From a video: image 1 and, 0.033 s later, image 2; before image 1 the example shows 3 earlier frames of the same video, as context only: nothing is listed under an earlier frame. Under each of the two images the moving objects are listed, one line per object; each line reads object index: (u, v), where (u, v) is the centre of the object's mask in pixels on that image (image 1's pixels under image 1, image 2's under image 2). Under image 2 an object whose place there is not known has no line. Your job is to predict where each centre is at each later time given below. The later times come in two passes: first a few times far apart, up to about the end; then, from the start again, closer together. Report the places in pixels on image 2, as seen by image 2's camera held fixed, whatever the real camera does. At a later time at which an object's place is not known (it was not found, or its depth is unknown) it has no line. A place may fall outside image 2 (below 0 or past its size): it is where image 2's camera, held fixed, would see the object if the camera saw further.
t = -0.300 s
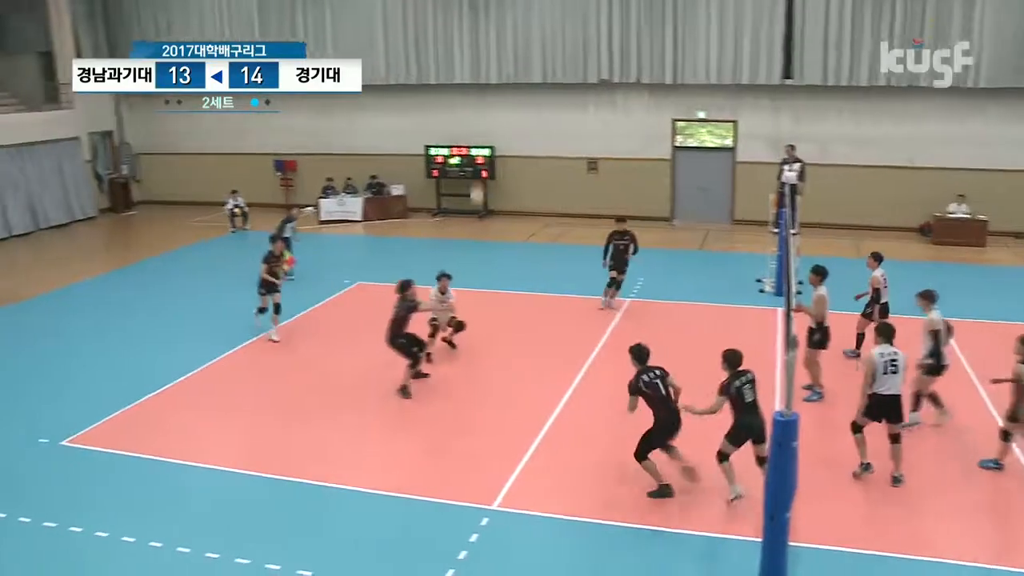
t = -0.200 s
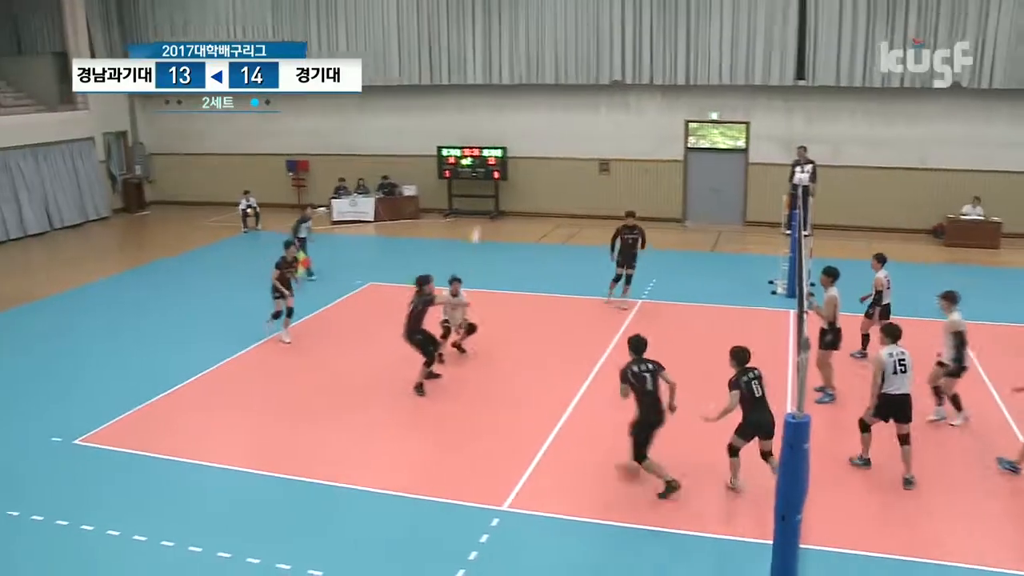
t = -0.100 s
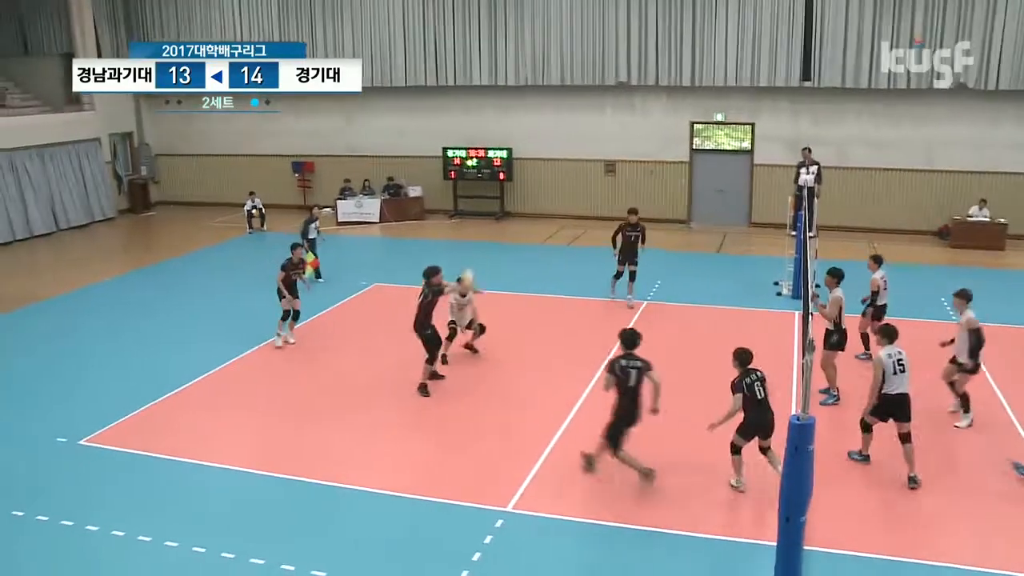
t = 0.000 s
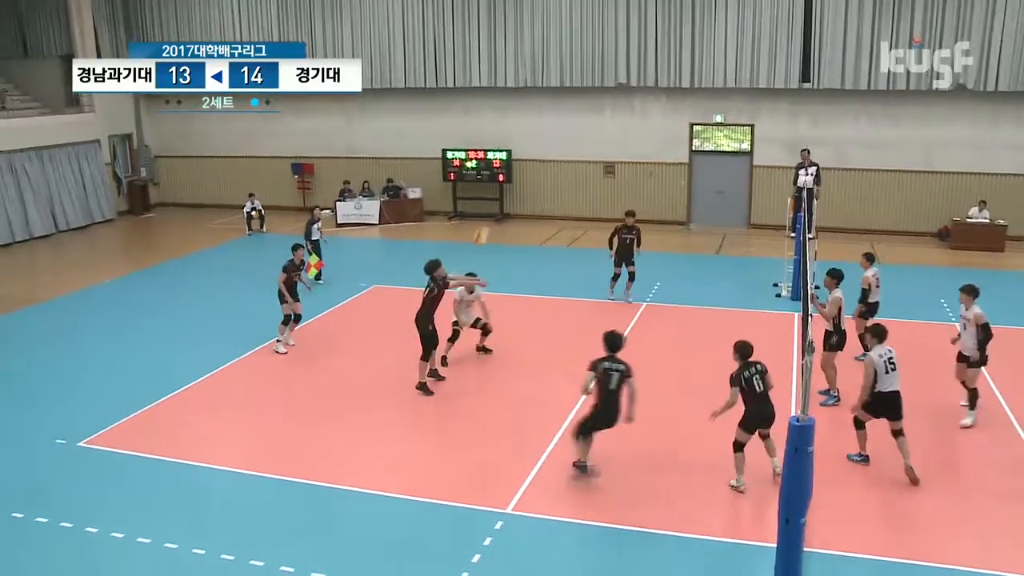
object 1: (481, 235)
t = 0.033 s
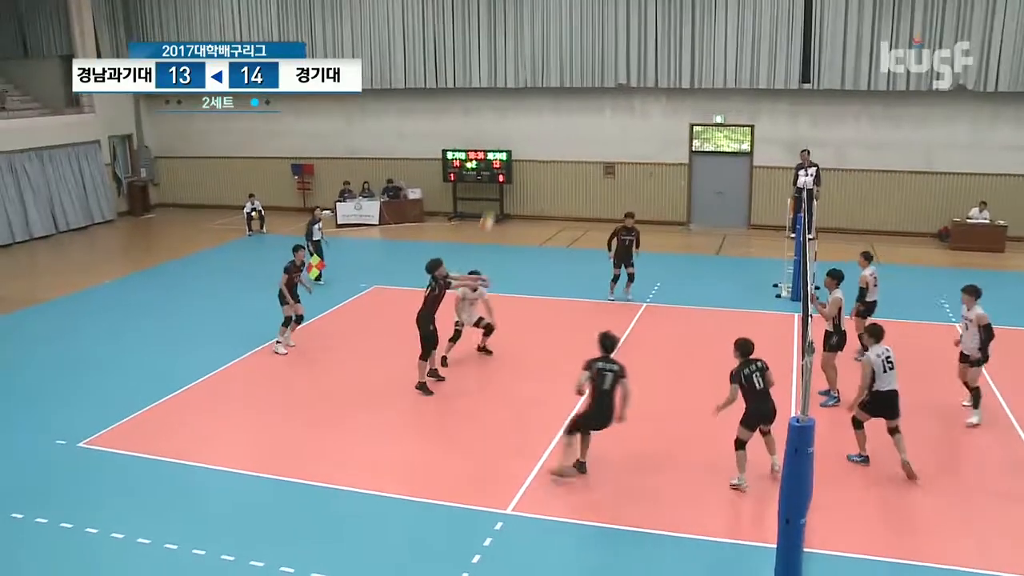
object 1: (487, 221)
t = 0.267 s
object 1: (526, 141)
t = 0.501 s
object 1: (563, 92)
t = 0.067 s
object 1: (492, 208)
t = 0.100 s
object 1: (497, 194)
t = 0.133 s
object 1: (503, 183)
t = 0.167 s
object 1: (507, 170)
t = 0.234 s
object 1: (519, 154)
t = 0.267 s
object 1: (526, 141)
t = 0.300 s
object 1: (531, 131)
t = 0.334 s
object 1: (536, 122)
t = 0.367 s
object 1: (541, 114)
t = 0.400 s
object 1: (547, 107)
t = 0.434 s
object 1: (552, 101)
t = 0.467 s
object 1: (557, 95)
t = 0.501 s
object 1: (563, 92)
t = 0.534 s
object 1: (568, 87)
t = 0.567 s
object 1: (571, 85)
